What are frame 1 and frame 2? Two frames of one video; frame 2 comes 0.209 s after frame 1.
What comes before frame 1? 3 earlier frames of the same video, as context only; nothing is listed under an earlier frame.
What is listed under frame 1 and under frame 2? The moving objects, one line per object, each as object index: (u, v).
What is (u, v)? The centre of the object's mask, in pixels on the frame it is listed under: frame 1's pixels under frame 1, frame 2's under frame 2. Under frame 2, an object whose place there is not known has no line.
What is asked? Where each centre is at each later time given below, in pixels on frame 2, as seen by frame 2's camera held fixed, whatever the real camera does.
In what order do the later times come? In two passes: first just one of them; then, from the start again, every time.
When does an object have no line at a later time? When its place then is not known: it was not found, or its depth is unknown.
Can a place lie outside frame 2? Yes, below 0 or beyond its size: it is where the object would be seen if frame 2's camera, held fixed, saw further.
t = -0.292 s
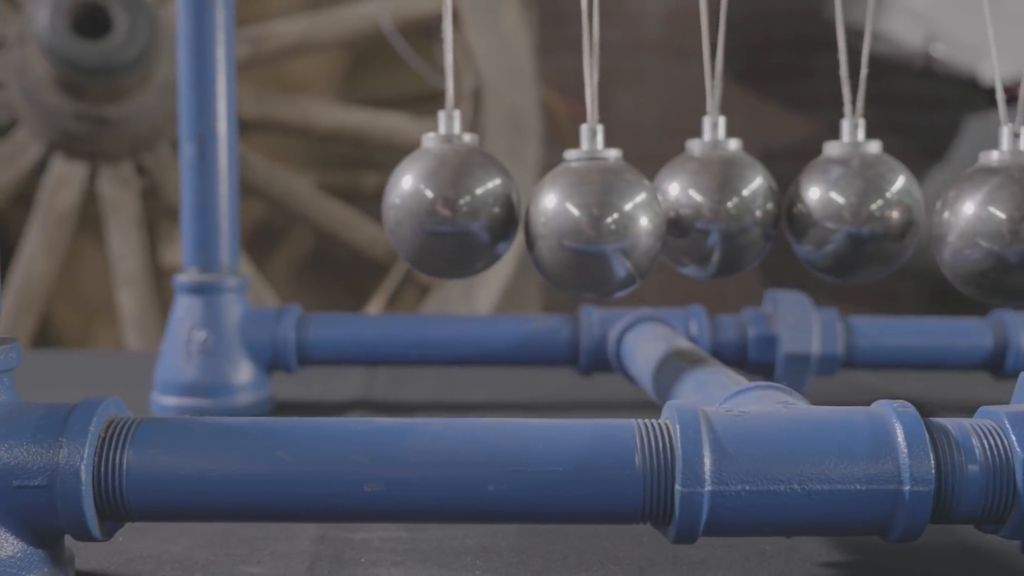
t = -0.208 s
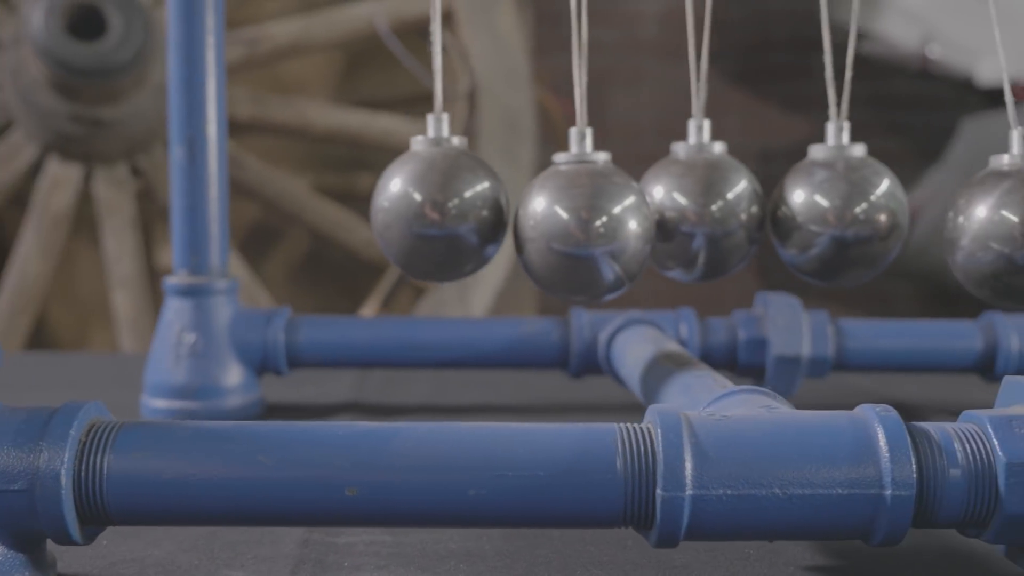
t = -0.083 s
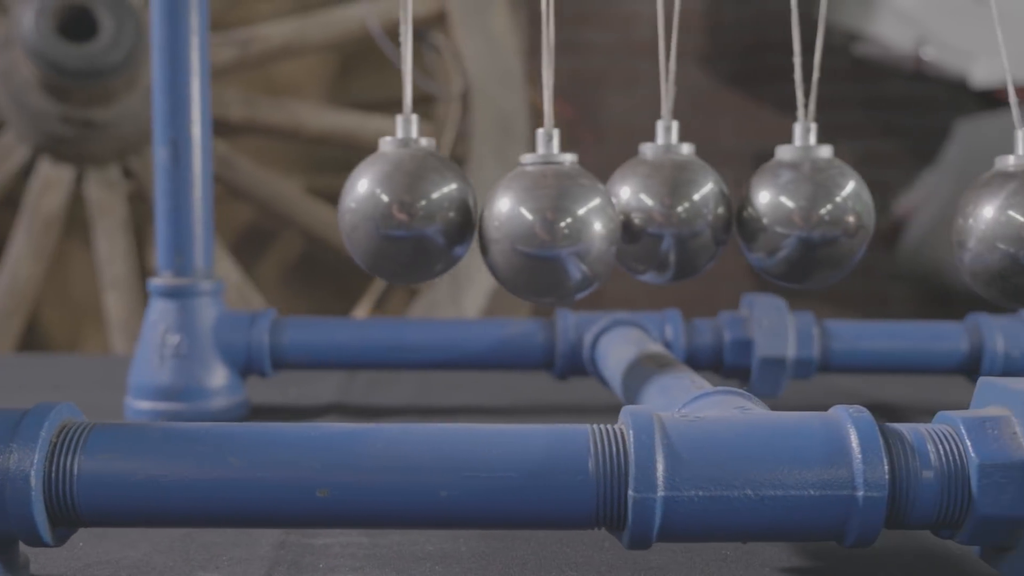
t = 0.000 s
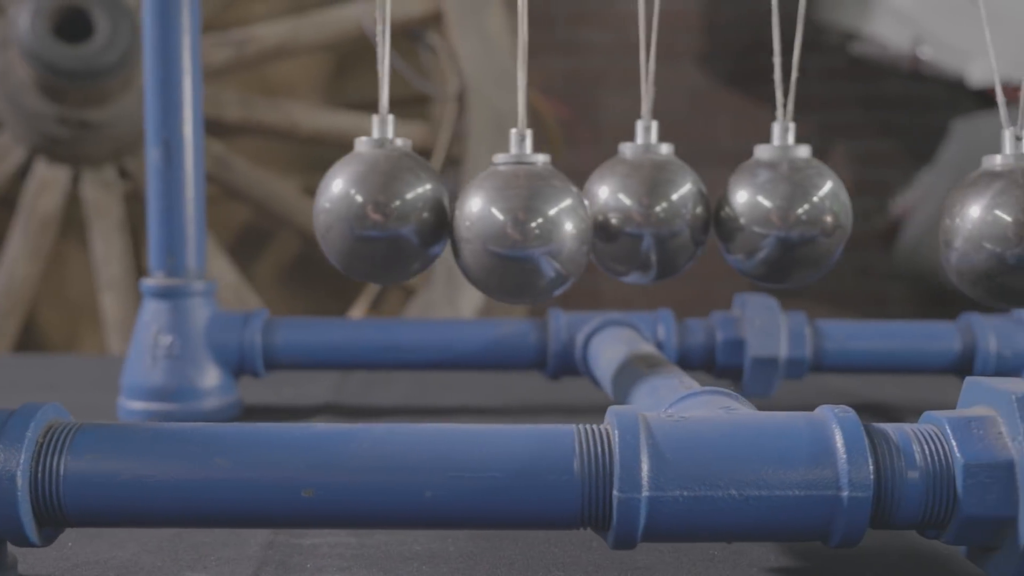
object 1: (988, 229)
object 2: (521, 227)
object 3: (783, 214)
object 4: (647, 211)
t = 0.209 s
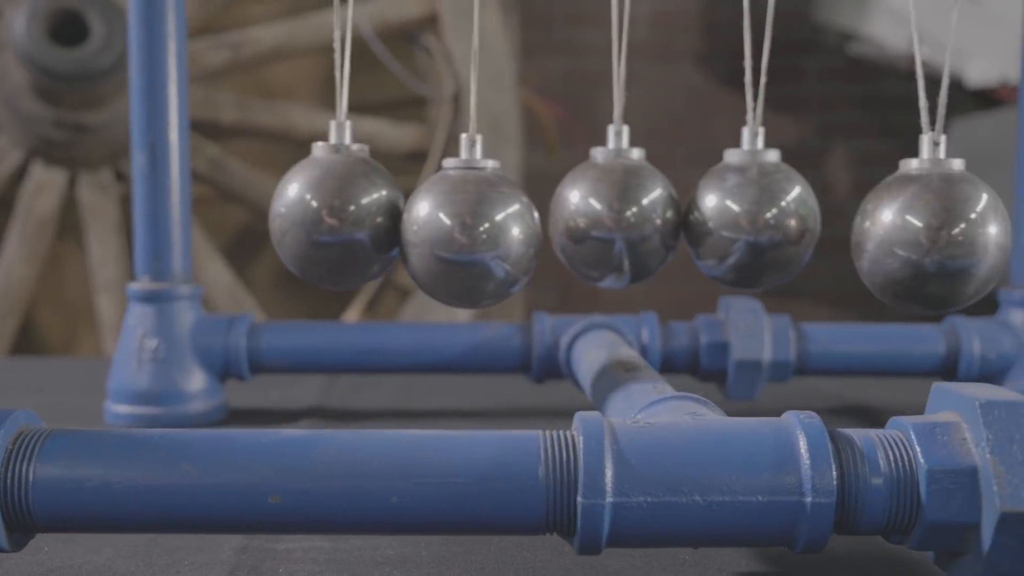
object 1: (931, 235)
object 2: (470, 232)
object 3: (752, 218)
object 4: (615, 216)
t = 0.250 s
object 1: (919, 234)
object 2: (473, 232)
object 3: (756, 218)
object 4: (619, 216)
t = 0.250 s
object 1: (919, 234)
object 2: (473, 232)
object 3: (756, 218)
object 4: (619, 216)
